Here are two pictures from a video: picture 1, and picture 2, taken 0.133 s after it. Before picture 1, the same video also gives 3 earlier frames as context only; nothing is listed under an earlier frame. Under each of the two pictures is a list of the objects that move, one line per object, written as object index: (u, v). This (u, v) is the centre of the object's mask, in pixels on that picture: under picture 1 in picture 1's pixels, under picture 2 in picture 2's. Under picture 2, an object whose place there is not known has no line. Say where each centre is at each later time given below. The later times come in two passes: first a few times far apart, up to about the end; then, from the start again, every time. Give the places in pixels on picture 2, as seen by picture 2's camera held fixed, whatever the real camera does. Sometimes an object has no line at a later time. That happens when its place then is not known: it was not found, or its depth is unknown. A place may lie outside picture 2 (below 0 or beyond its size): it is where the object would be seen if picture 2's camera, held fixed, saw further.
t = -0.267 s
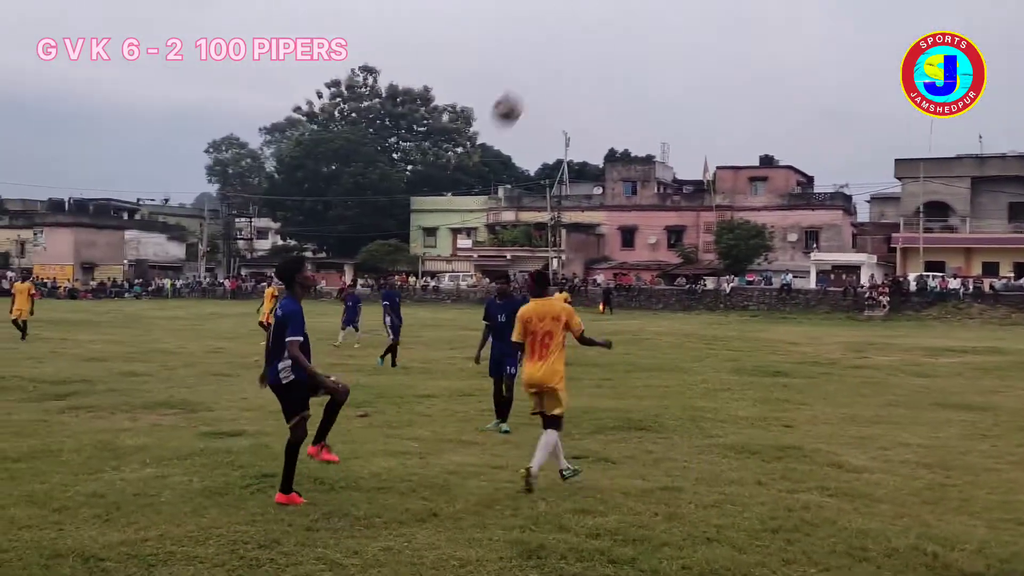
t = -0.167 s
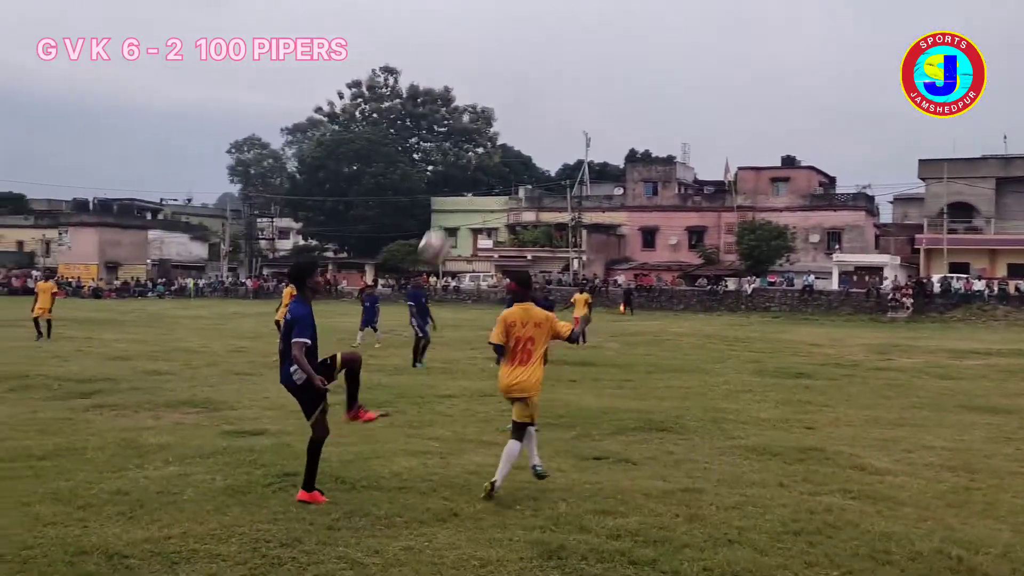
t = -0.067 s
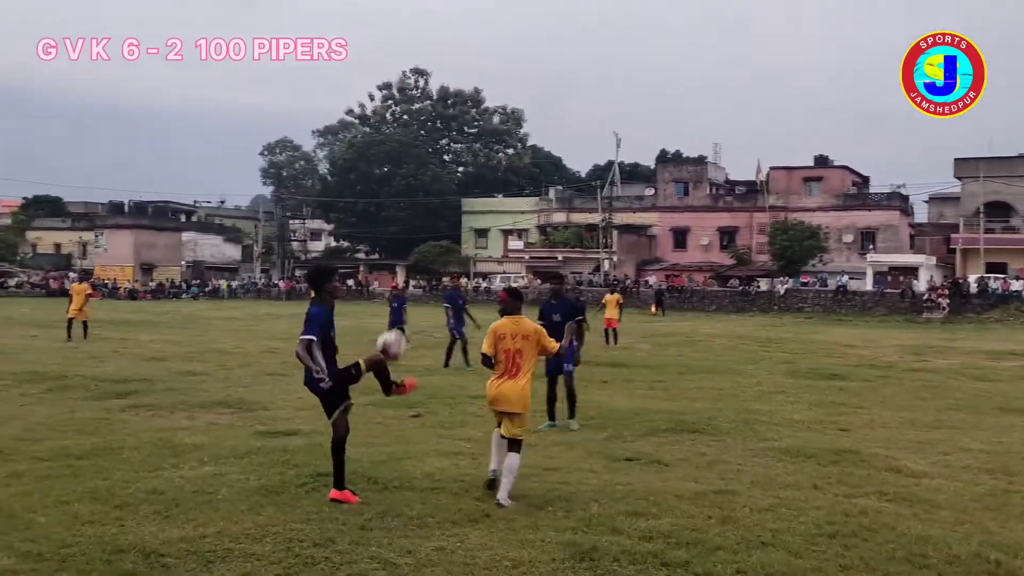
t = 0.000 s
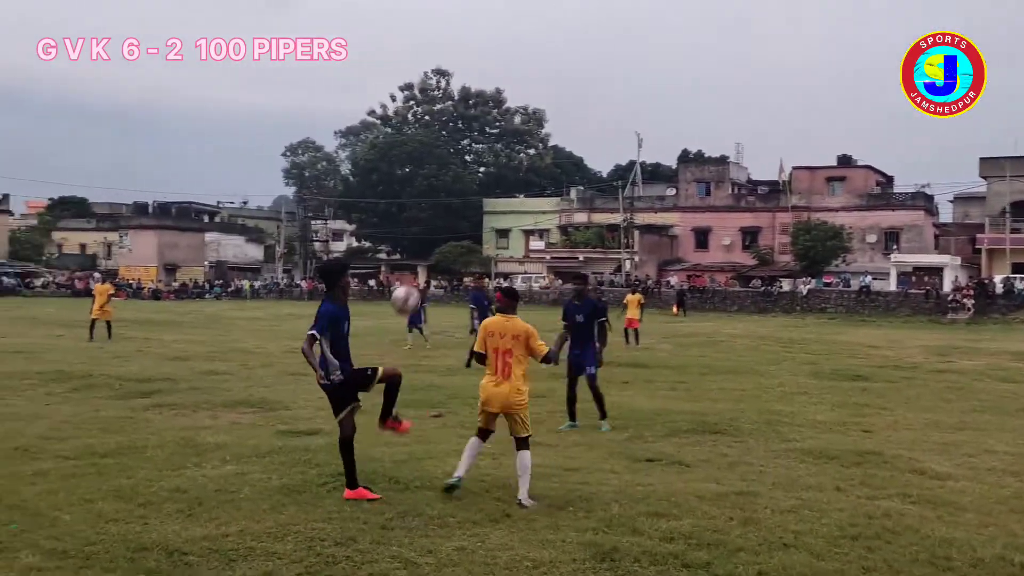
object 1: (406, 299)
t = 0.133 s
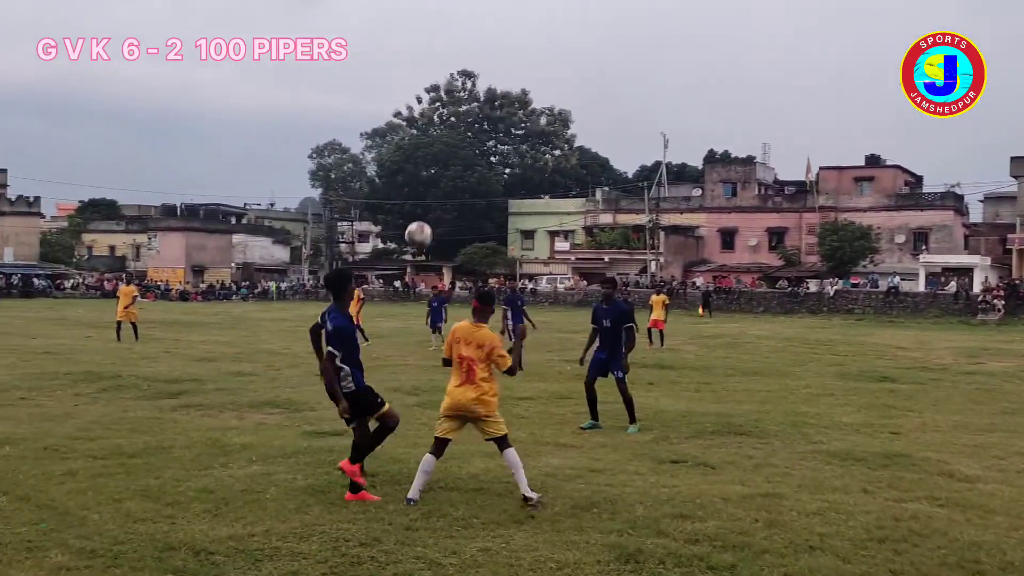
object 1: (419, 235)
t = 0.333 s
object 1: (403, 187)
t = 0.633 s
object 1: (384, 201)
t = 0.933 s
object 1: (366, 285)
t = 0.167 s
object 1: (416, 223)
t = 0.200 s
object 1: (413, 213)
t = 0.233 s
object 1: (411, 204)
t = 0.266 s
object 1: (408, 197)
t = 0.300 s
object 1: (406, 192)
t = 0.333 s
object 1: (403, 187)
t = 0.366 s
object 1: (401, 184)
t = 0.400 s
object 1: (398, 183)
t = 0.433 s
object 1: (396, 181)
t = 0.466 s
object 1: (394, 183)
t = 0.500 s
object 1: (392, 185)
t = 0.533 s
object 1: (390, 187)
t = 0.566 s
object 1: (388, 191)
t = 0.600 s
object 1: (386, 195)
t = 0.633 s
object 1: (384, 201)
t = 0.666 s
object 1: (382, 208)
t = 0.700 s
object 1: (380, 215)
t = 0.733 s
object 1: (378, 224)
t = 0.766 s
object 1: (376, 232)
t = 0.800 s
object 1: (374, 241)
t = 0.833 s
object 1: (375, 252)
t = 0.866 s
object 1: (371, 262)
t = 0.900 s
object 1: (370, 275)
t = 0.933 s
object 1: (366, 285)
